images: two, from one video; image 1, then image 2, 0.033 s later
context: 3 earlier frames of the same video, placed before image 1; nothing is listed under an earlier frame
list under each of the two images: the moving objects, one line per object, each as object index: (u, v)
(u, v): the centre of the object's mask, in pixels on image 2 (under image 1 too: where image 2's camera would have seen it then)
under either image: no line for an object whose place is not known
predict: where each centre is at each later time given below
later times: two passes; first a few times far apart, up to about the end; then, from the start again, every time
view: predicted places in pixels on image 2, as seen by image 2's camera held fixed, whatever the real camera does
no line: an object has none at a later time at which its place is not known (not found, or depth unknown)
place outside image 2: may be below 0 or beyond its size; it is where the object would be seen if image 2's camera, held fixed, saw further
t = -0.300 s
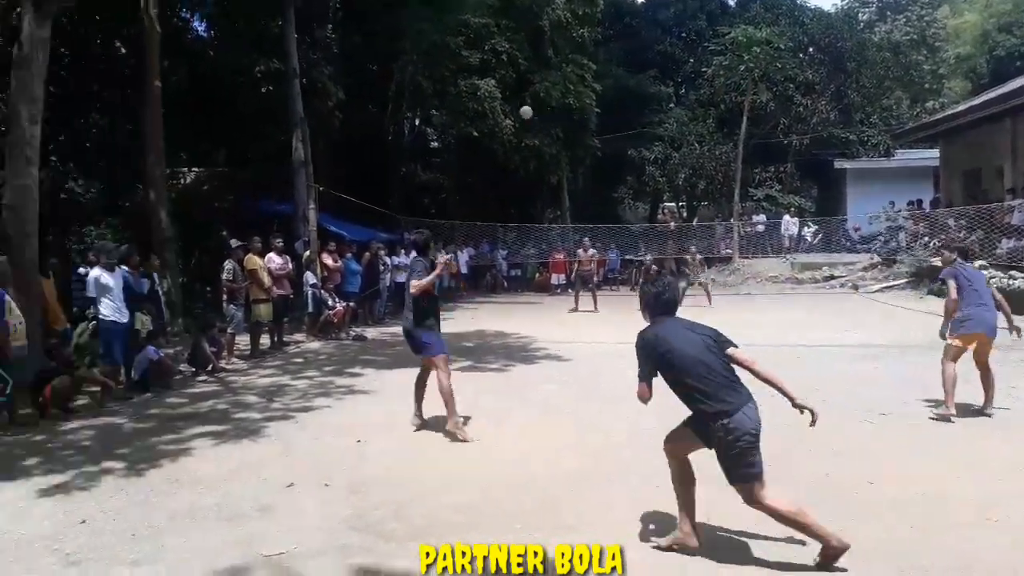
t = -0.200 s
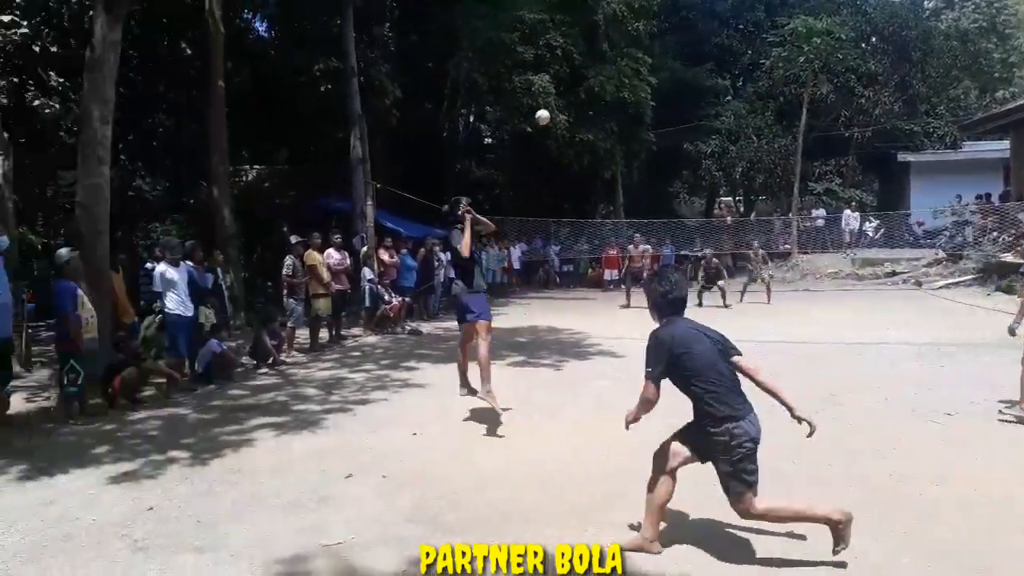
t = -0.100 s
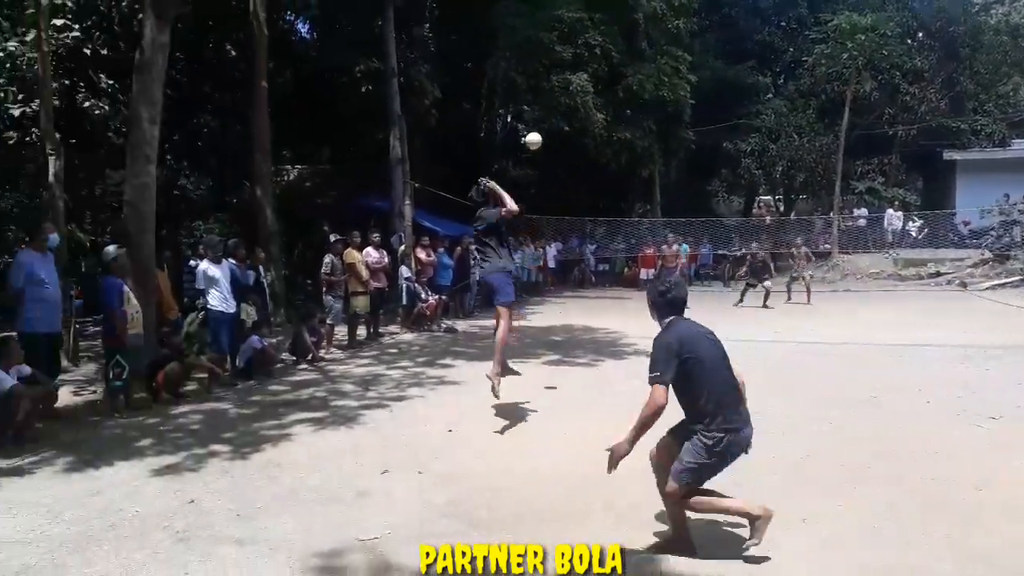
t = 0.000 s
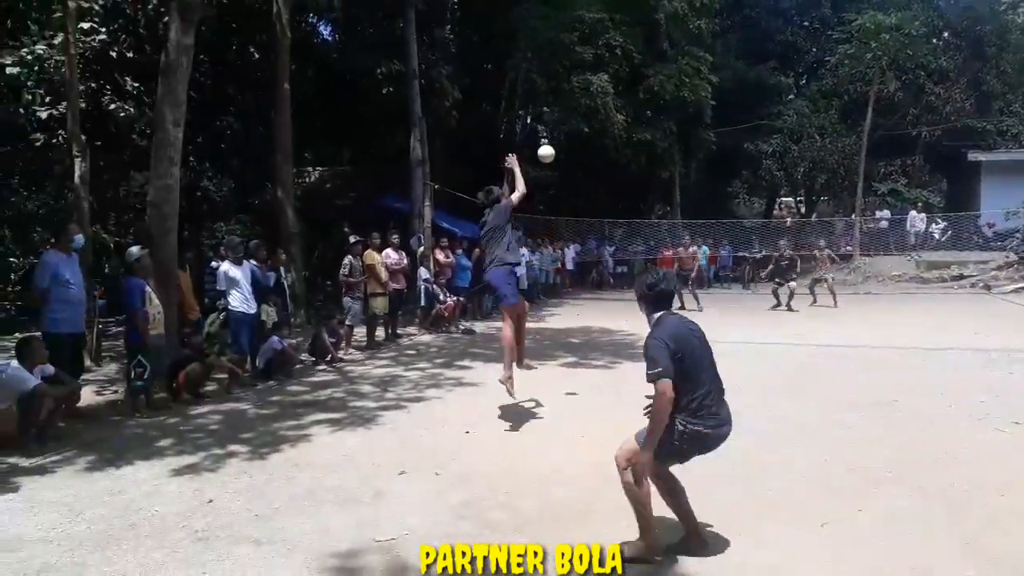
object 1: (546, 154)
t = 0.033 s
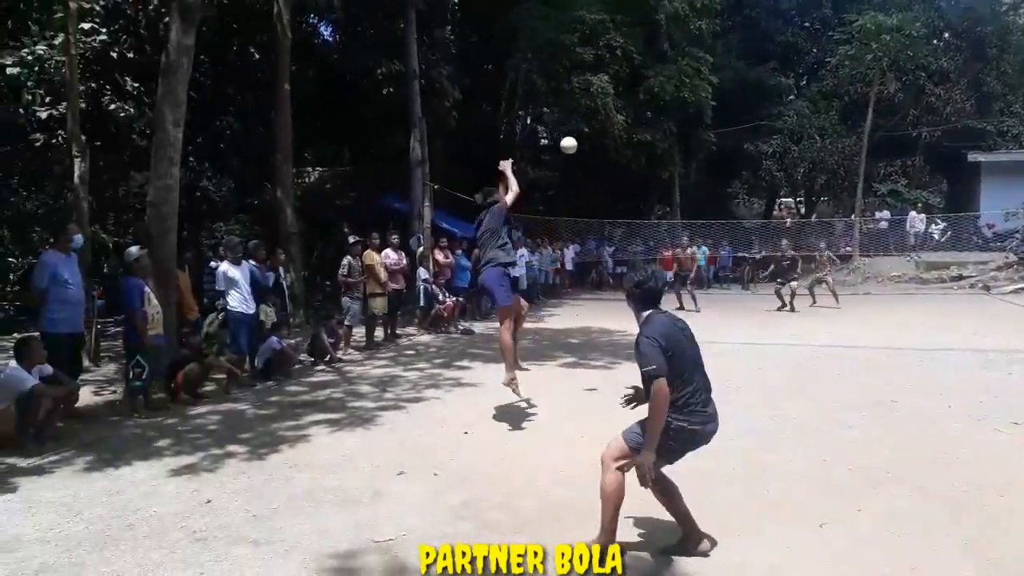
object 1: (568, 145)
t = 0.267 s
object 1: (697, 122)
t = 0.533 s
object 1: (798, 152)
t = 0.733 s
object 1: (857, 199)
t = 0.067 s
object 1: (589, 138)
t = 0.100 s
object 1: (610, 132)
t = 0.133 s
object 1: (629, 128)
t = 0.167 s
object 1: (647, 124)
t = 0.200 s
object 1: (665, 122)
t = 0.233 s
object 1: (681, 121)
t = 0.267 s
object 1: (697, 122)
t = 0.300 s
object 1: (711, 123)
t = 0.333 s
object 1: (726, 125)
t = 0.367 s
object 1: (739, 128)
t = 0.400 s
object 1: (752, 131)
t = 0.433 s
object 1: (764, 135)
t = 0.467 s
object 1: (776, 140)
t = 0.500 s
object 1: (787, 146)
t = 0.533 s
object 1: (798, 152)
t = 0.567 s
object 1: (809, 159)
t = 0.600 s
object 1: (819, 166)
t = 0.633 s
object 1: (829, 174)
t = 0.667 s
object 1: (838, 181)
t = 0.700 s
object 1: (847, 190)
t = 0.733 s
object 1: (857, 199)
